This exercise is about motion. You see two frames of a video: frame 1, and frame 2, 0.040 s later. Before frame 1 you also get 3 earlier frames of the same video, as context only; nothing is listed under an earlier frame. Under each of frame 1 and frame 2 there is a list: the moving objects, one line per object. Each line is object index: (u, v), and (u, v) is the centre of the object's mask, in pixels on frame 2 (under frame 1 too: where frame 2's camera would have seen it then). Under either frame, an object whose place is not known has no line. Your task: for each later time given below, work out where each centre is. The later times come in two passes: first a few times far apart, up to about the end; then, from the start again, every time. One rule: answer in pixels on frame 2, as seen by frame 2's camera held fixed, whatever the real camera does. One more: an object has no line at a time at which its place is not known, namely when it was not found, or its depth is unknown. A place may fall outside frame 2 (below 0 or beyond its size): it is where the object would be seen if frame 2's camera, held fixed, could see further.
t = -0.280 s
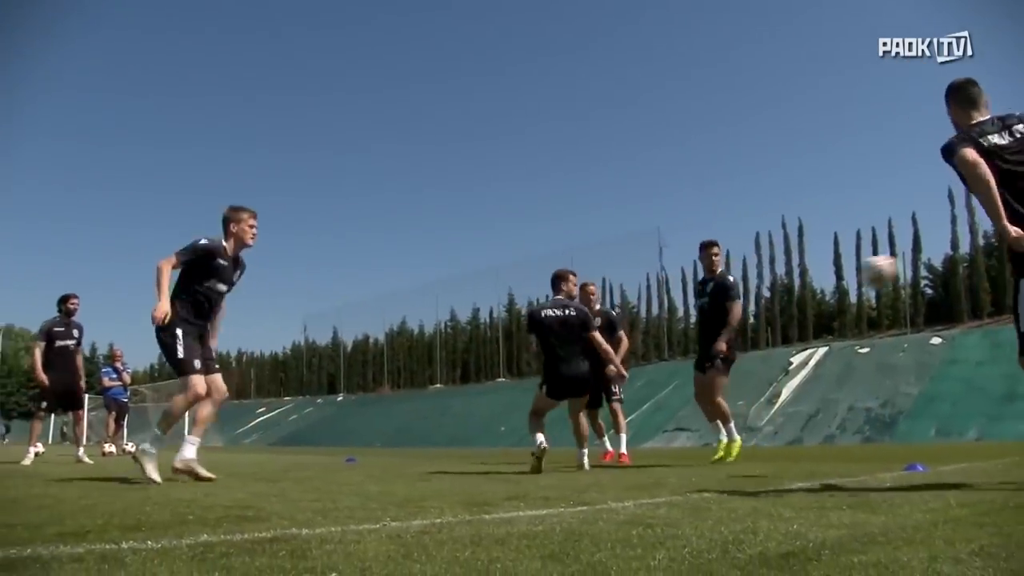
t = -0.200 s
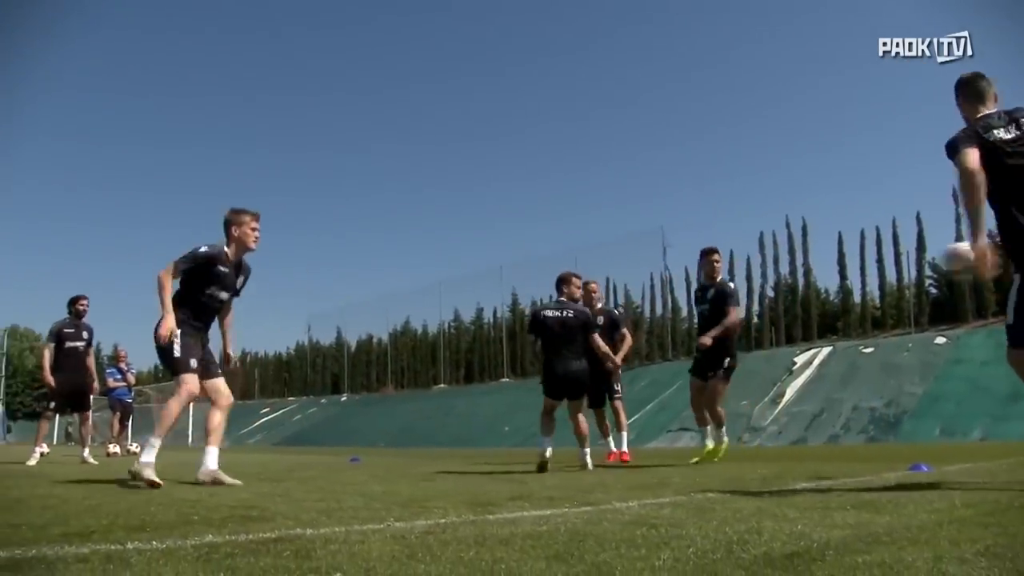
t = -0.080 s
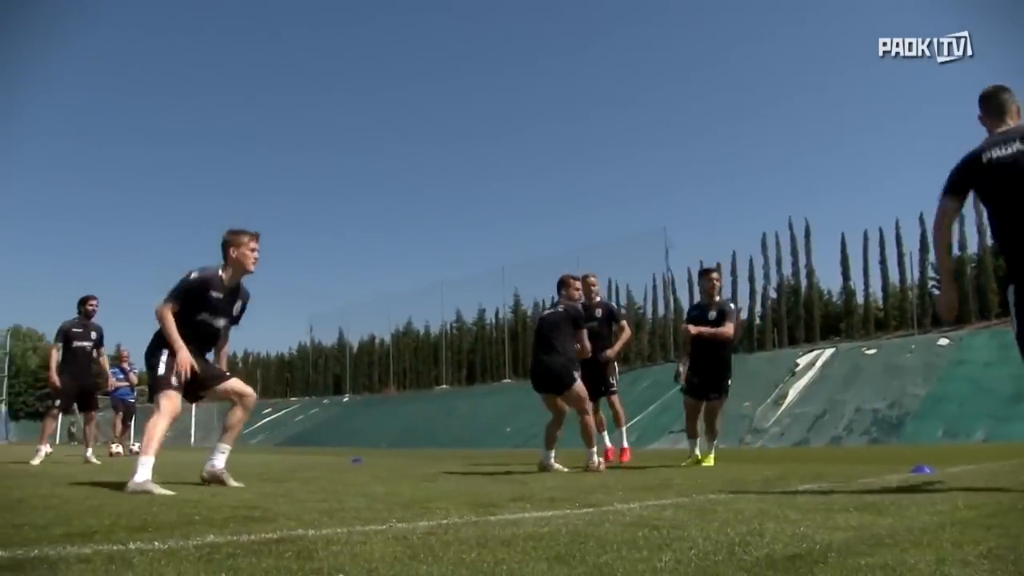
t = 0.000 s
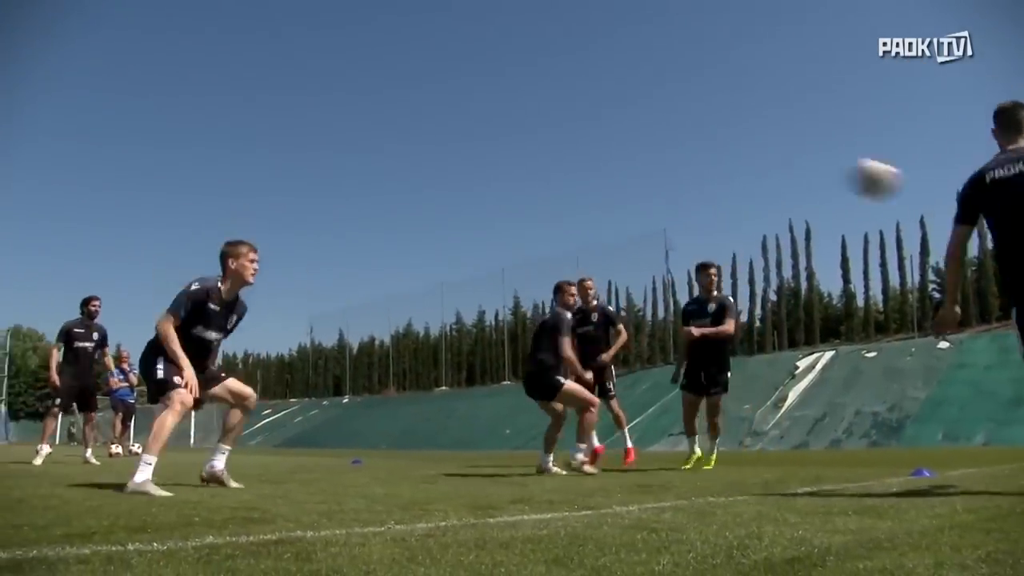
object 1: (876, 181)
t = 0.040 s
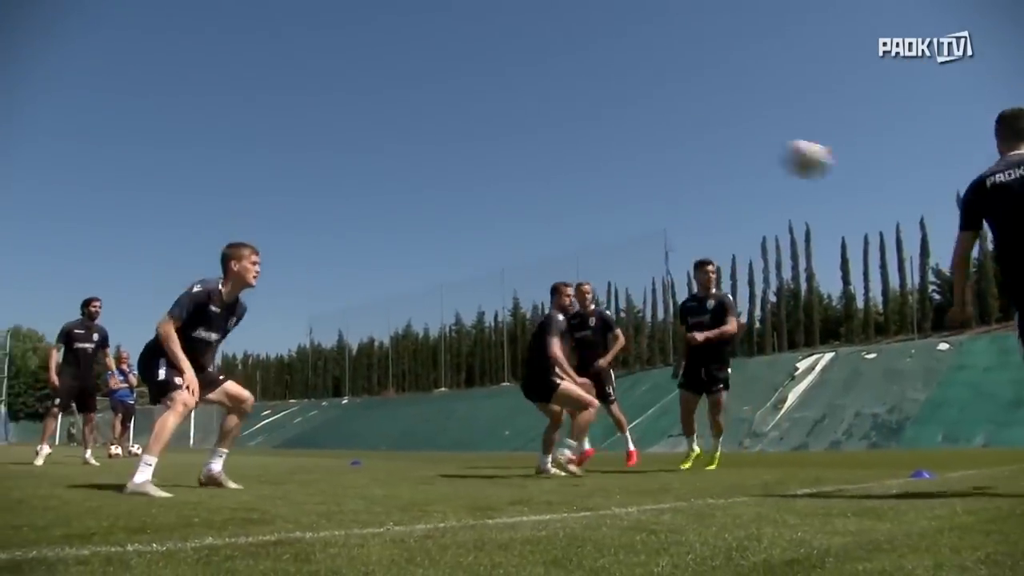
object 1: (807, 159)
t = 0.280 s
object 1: (498, 105)
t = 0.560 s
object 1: (272, 137)
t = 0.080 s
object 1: (745, 142)
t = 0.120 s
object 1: (689, 128)
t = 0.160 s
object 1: (635, 118)
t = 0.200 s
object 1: (587, 111)
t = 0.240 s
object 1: (542, 107)
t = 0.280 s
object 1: (498, 105)
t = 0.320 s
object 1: (460, 105)
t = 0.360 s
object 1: (423, 106)
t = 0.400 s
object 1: (386, 110)
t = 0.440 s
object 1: (354, 115)
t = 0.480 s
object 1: (325, 121)
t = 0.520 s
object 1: (297, 129)
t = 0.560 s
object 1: (272, 137)
